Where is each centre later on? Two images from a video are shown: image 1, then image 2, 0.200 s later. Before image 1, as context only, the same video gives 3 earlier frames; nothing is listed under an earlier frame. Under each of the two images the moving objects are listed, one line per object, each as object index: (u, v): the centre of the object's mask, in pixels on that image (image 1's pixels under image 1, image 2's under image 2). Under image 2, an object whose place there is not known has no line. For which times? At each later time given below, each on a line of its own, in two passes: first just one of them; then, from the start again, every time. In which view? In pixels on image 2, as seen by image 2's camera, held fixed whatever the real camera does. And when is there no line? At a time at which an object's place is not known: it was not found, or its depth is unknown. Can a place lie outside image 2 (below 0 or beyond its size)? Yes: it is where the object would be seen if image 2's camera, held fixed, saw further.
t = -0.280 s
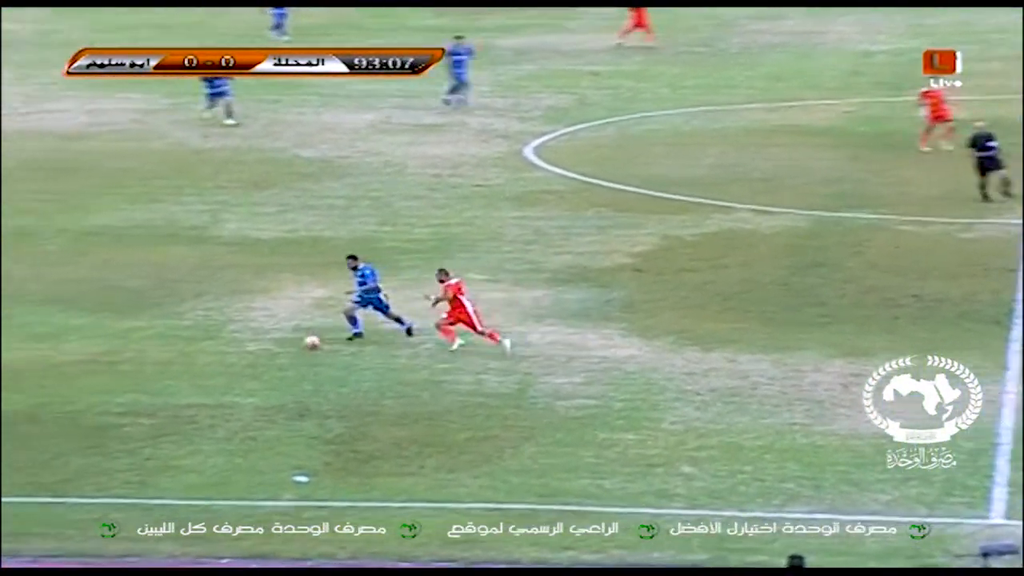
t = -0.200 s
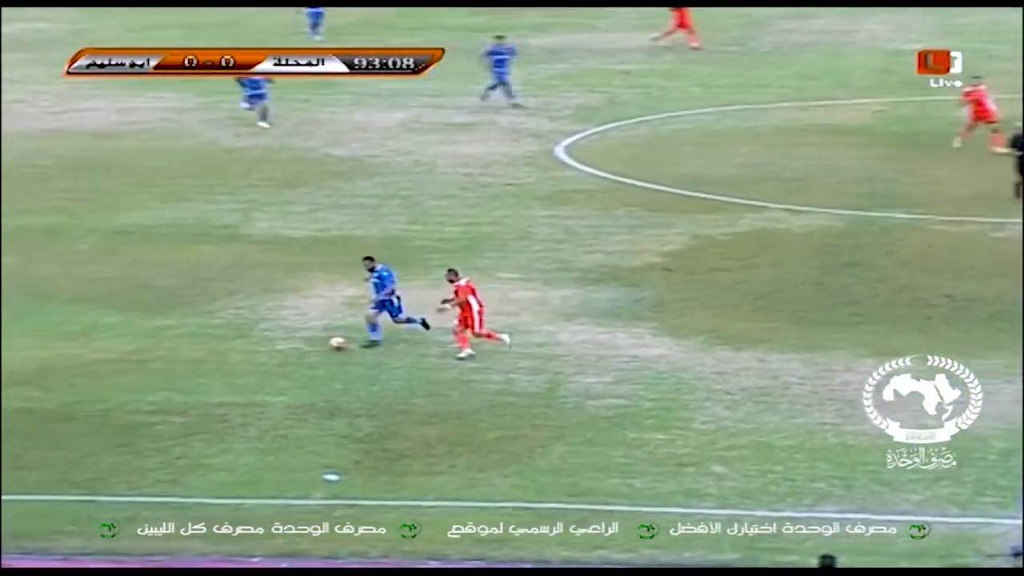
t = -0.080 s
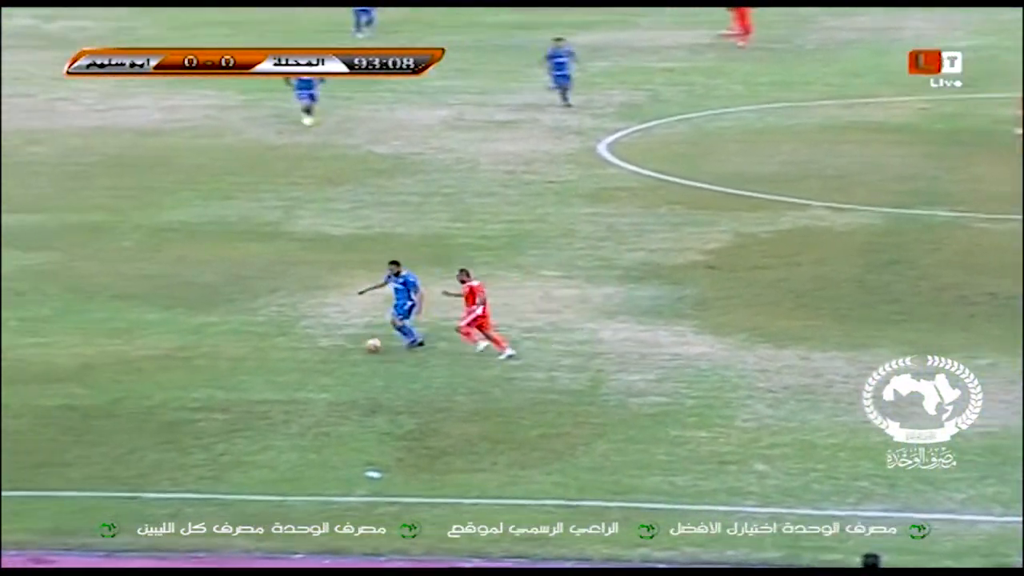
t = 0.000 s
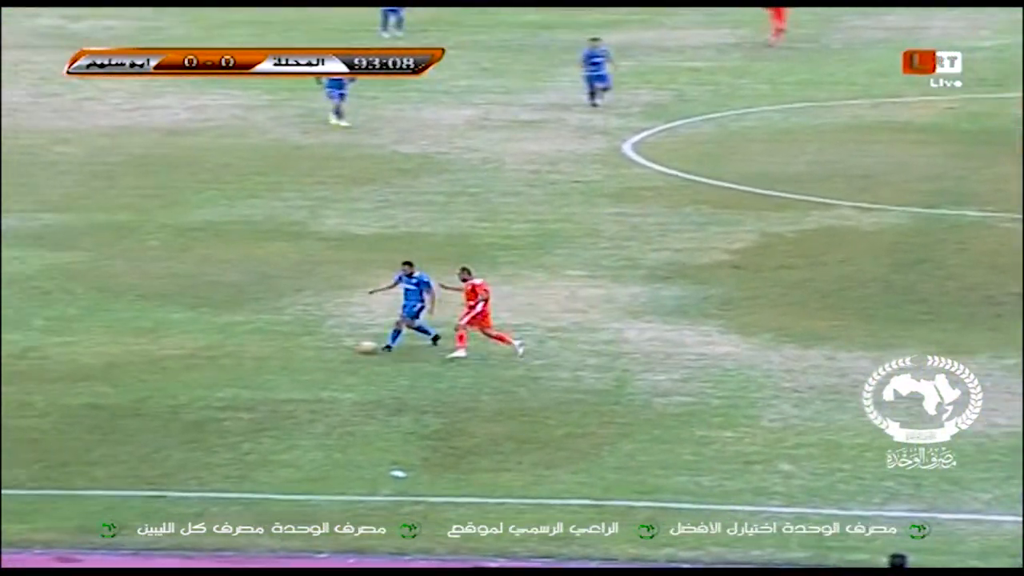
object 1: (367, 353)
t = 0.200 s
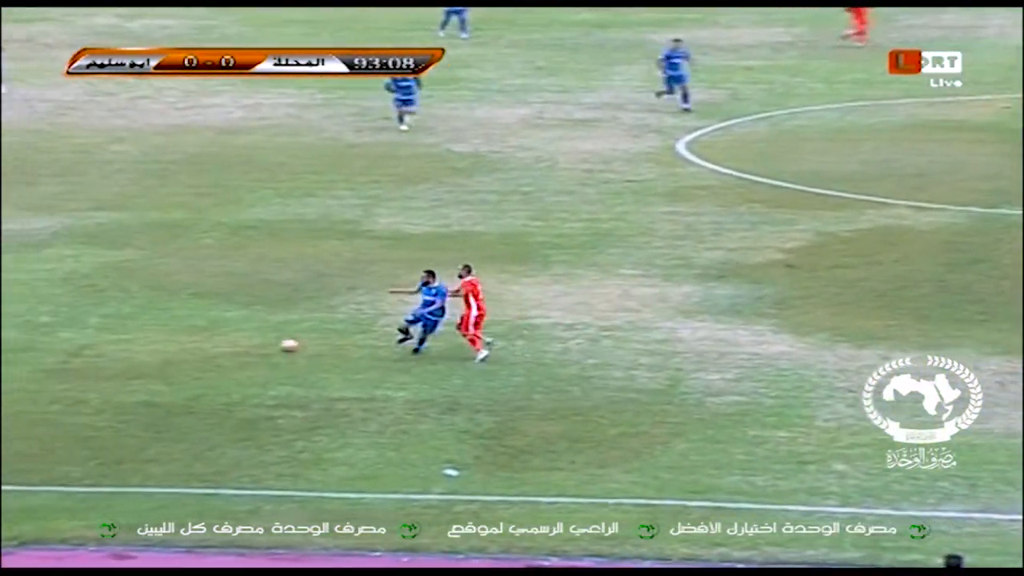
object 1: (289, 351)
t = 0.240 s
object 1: (265, 350)
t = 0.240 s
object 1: (265, 350)
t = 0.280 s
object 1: (246, 349)
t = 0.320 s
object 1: (224, 348)
